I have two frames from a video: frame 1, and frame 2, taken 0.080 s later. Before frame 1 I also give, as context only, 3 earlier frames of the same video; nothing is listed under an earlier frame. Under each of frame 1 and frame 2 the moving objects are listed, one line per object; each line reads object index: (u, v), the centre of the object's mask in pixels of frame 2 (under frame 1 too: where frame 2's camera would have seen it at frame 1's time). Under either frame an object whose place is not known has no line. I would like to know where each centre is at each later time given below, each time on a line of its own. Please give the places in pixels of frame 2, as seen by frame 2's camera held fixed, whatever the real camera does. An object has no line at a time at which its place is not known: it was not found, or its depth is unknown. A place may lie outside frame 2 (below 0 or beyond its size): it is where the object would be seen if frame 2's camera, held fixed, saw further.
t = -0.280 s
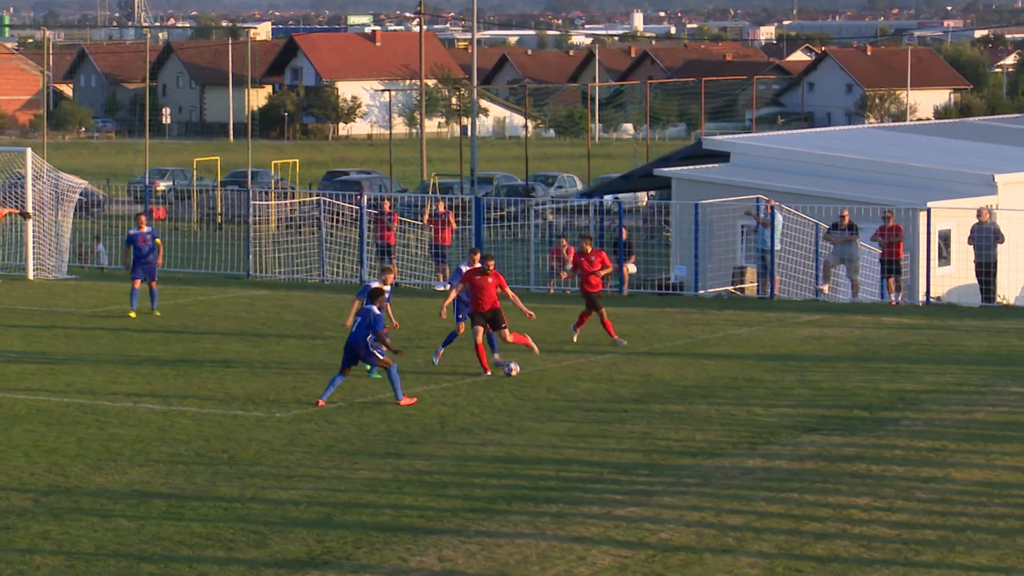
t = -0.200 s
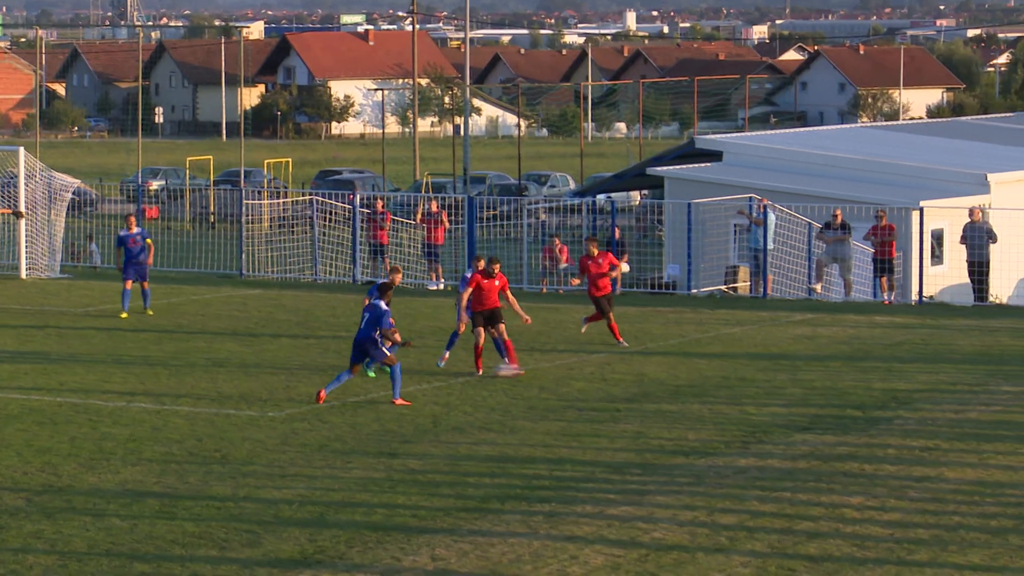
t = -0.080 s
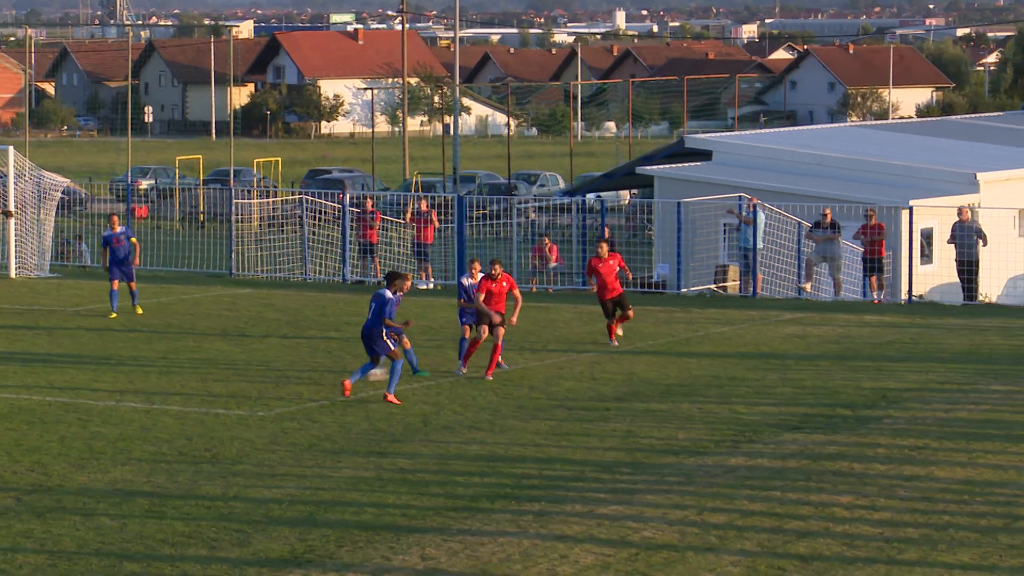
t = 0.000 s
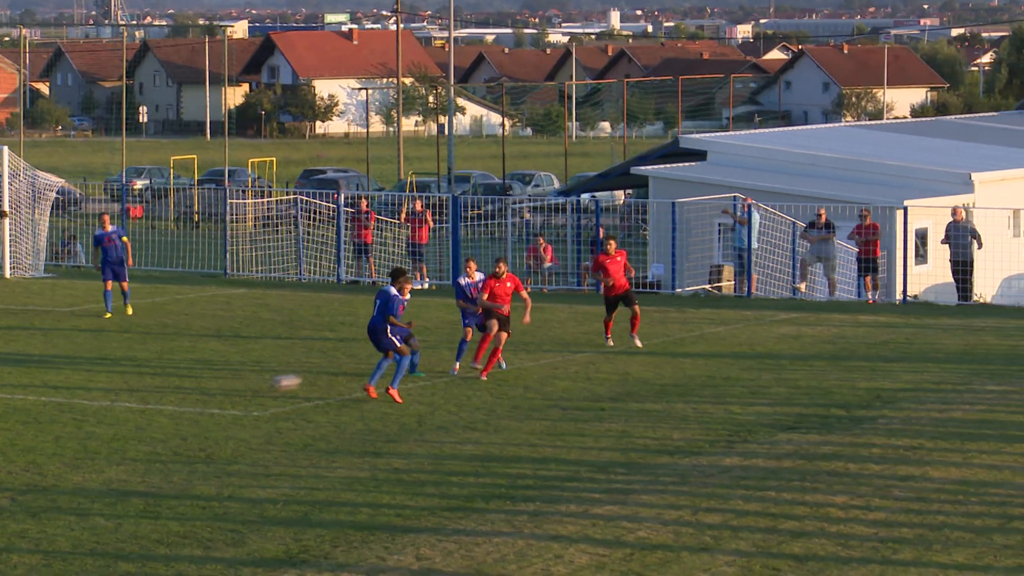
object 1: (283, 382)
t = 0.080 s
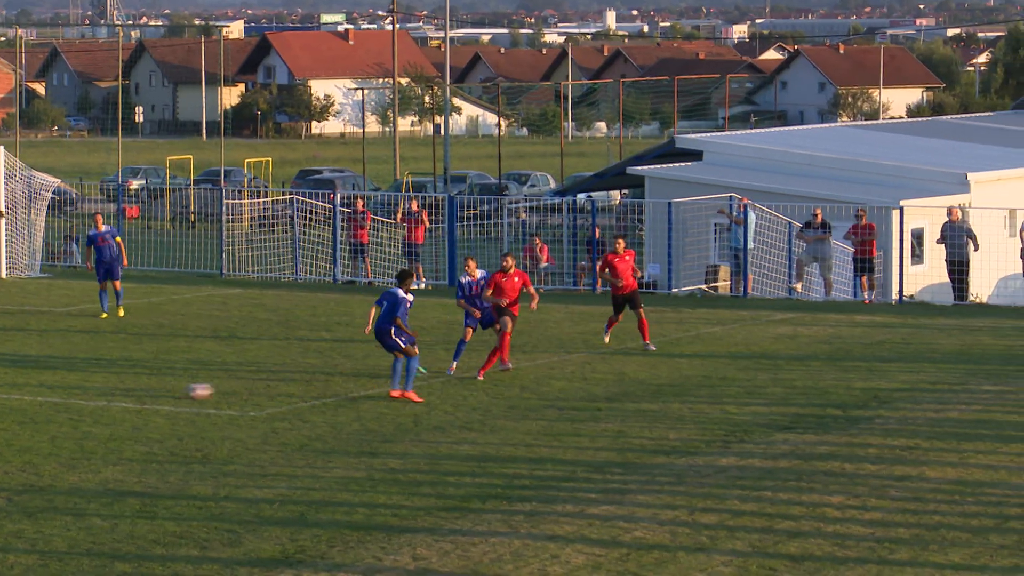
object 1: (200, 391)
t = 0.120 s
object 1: (161, 391)
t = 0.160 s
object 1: (123, 393)
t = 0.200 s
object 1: (83, 395)
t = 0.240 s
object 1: (44, 400)
